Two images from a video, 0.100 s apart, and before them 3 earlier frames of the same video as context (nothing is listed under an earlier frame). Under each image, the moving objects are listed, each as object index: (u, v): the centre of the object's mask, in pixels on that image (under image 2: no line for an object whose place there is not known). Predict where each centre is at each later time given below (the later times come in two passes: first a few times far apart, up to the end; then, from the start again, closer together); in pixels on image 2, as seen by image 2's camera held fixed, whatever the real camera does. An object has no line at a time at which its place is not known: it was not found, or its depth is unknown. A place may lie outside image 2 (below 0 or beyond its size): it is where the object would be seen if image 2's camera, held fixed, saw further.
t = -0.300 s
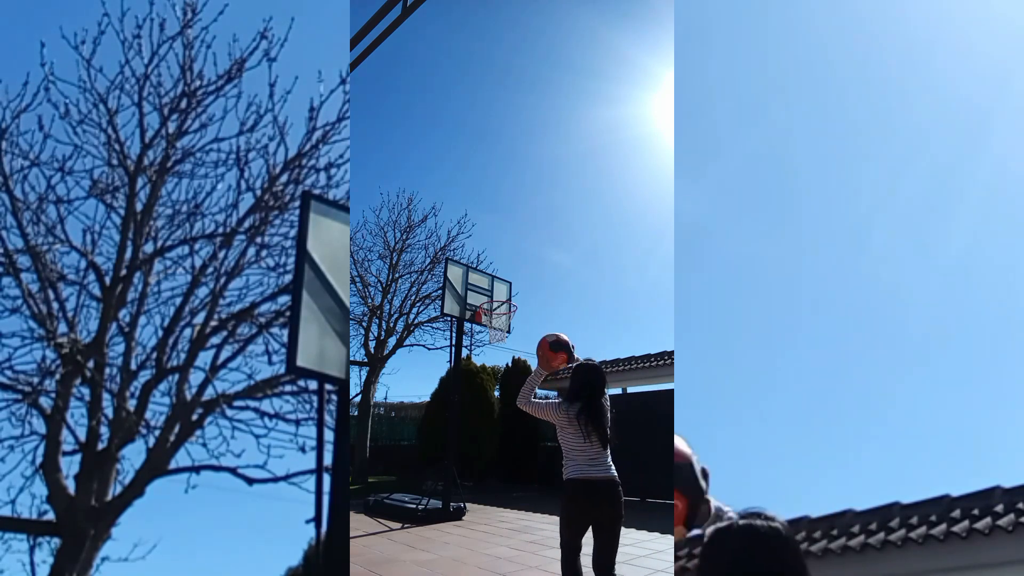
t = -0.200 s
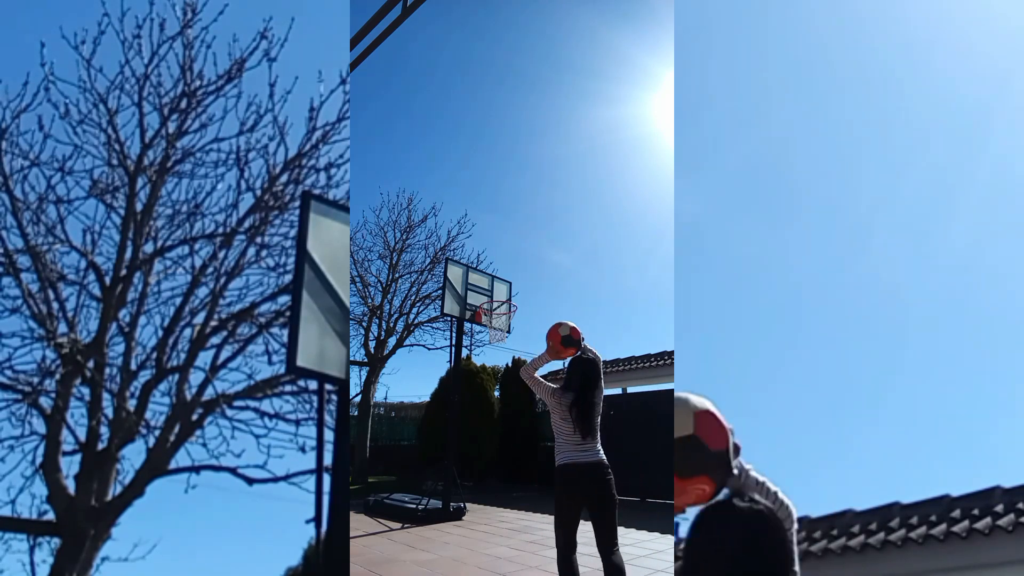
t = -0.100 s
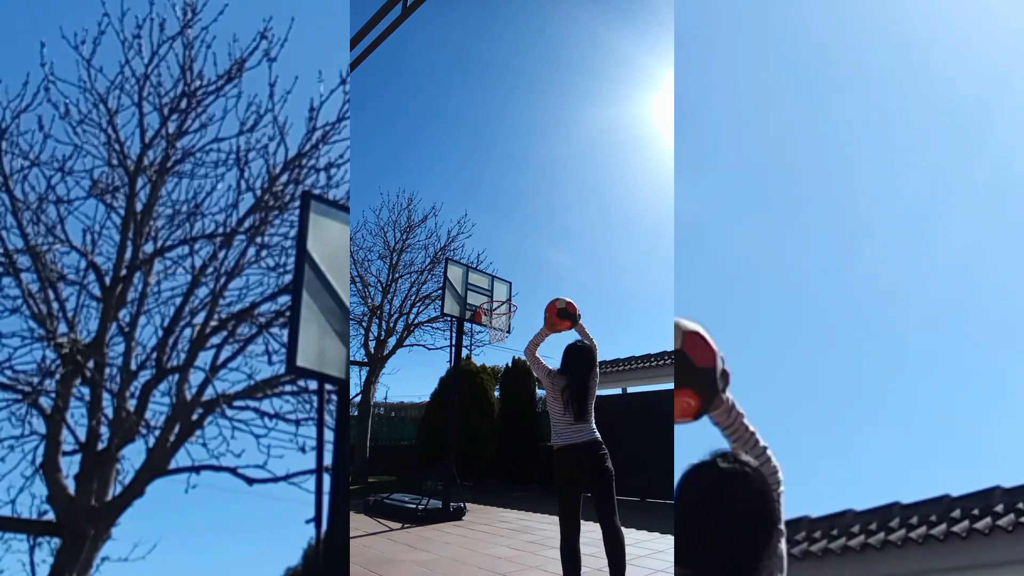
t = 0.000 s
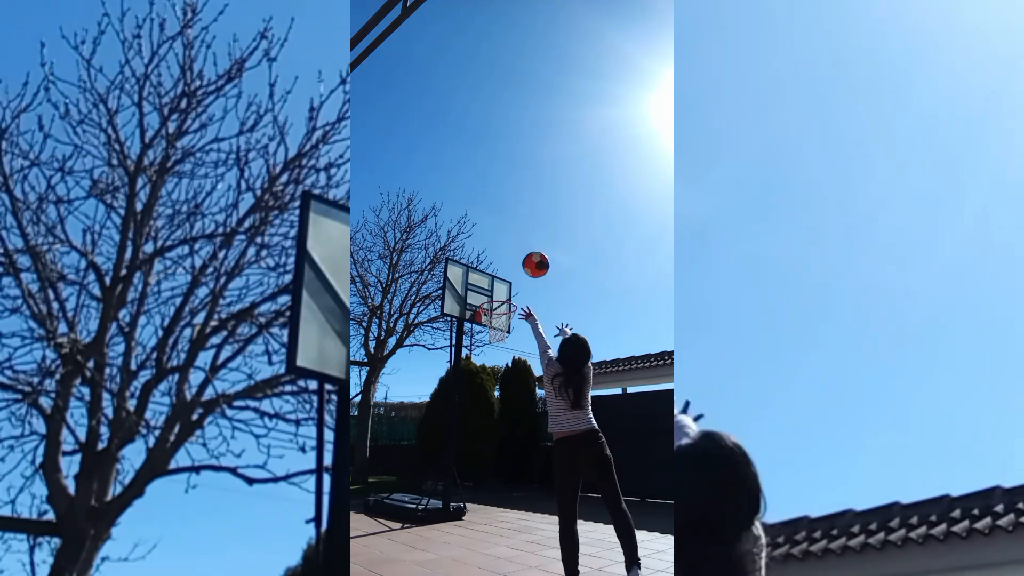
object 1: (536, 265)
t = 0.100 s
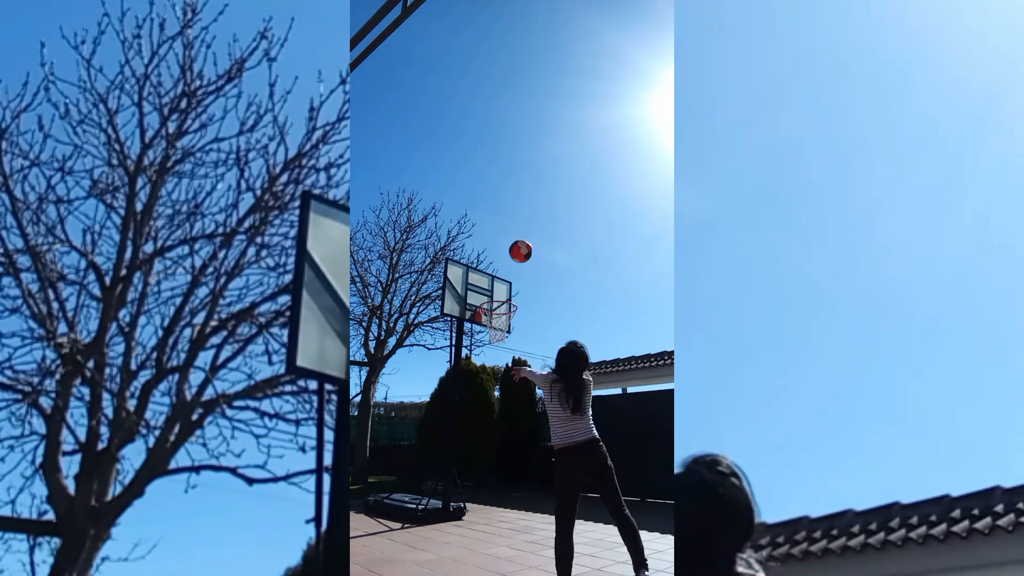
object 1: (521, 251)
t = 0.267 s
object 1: (500, 258)
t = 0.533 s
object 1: (504, 304)
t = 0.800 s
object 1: (517, 291)
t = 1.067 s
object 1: (530, 349)
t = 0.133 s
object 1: (517, 250)
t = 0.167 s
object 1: (509, 250)
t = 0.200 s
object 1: (506, 252)
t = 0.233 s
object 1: (503, 255)
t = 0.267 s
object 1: (500, 258)
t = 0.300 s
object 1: (497, 262)
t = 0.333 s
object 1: (495, 266)
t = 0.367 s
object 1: (490, 277)
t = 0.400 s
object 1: (488, 283)
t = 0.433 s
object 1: (486, 290)
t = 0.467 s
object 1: (485, 296)
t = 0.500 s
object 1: (491, 298)
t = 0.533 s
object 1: (504, 304)
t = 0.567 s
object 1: (509, 306)
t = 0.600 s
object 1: (510, 303)
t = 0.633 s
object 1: (511, 299)
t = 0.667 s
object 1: (513, 297)
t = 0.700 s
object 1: (515, 293)
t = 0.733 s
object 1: (515, 291)
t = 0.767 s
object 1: (516, 291)
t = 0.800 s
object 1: (517, 291)
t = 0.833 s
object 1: (518, 292)
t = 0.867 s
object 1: (520, 294)
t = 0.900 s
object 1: (522, 300)
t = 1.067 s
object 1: (530, 349)
